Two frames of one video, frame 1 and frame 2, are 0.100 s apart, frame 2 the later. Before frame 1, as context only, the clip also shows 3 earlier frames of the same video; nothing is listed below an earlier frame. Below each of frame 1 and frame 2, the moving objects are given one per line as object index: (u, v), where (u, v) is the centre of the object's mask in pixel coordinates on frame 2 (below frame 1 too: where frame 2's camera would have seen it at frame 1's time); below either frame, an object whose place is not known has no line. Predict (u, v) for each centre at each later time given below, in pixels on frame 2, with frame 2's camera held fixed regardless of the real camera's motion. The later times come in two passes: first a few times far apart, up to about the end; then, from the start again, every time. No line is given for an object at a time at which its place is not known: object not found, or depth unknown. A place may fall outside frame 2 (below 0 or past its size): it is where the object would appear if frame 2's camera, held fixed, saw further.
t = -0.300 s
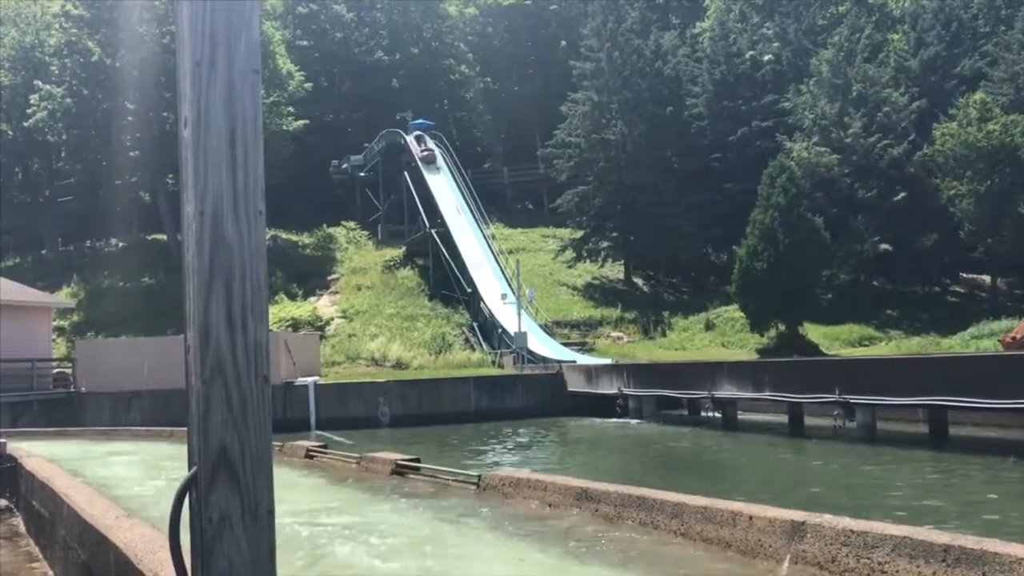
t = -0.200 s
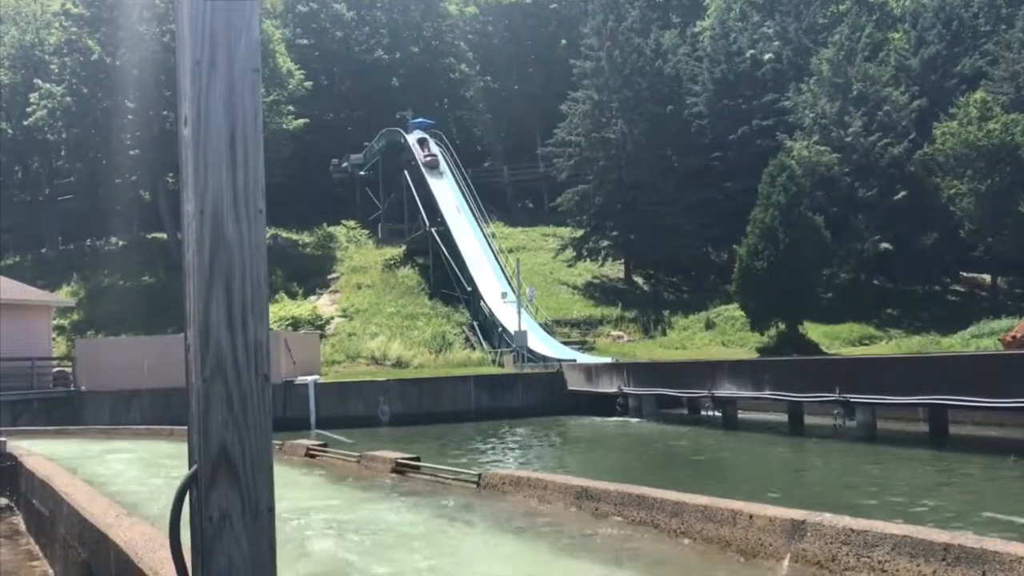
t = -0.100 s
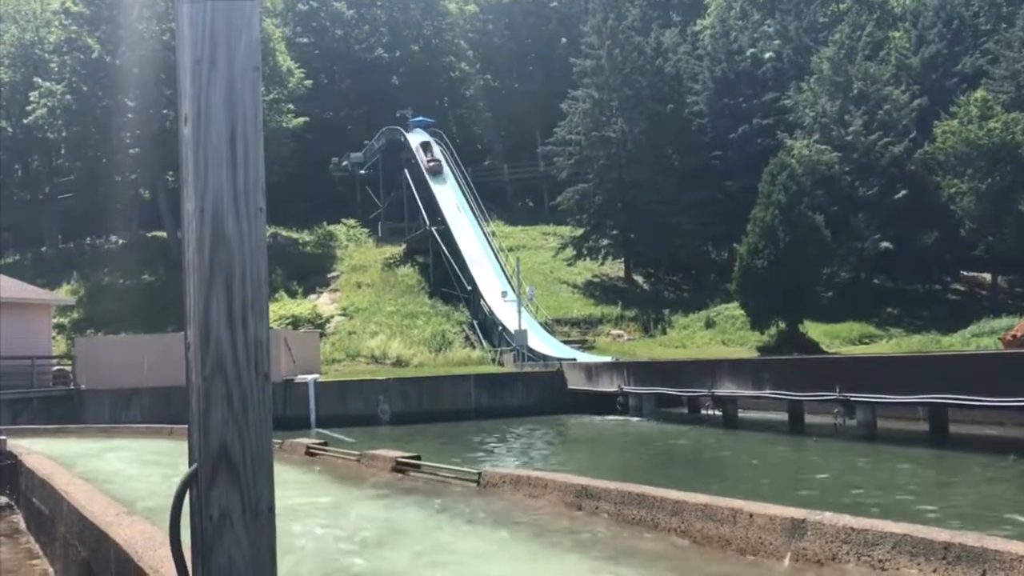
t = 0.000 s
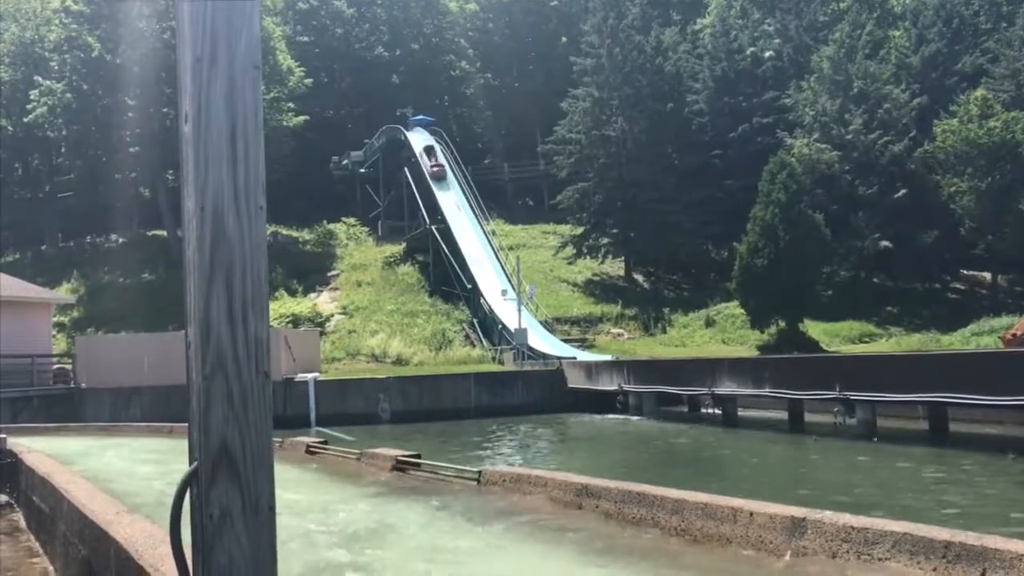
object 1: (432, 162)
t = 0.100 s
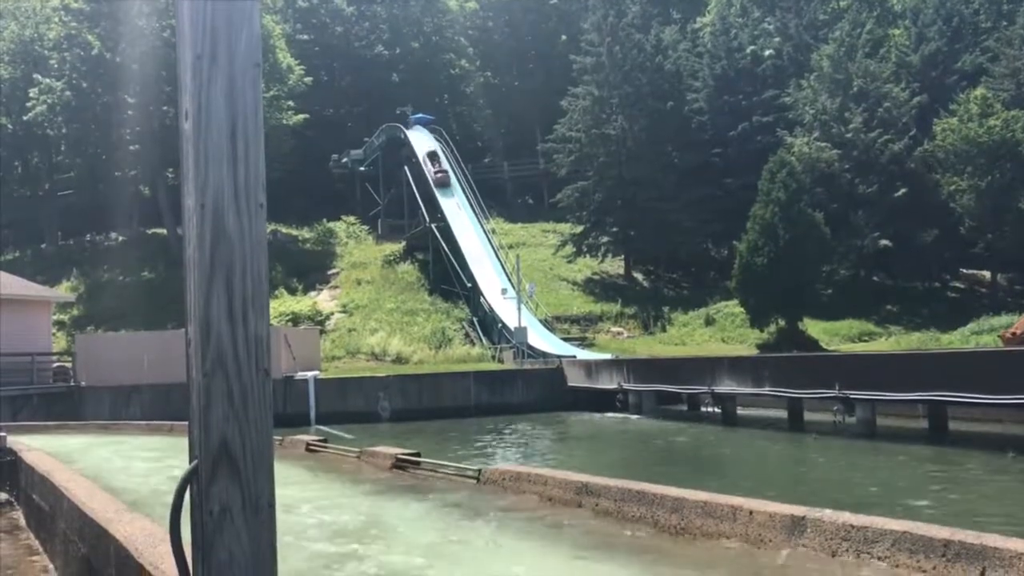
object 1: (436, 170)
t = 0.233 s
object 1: (442, 181)
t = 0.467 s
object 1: (453, 203)
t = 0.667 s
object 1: (465, 225)
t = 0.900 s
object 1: (480, 257)
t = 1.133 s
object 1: (500, 292)
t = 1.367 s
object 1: (527, 323)
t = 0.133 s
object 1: (437, 172)
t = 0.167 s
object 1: (439, 175)
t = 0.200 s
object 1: (441, 178)
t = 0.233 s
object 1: (442, 181)
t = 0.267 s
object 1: (443, 183)
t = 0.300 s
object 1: (445, 187)
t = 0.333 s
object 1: (447, 190)
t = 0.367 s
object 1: (448, 193)
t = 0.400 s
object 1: (450, 196)
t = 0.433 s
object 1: (452, 200)
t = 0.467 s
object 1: (453, 203)
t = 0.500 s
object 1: (455, 206)
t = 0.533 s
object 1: (457, 210)
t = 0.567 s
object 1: (458, 214)
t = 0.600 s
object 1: (460, 217)
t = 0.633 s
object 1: (462, 221)
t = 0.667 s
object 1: (465, 225)
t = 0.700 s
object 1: (466, 229)
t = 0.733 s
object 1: (468, 234)
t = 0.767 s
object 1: (471, 239)
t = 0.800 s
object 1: (473, 243)
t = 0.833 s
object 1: (475, 247)
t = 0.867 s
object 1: (478, 252)
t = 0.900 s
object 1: (480, 257)
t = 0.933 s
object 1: (483, 262)
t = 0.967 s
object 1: (485, 266)
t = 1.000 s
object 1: (488, 272)
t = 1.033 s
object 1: (491, 277)
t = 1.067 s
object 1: (494, 282)
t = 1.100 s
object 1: (497, 287)
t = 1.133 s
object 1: (500, 292)
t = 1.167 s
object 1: (503, 297)
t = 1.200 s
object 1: (508, 303)
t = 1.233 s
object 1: (511, 307)
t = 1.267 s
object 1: (514, 311)
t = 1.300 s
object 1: (518, 314)
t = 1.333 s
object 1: (523, 319)
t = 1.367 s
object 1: (527, 323)
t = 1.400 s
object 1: (532, 327)
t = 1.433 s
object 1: (538, 331)
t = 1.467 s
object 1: (544, 334)
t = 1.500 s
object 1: (548, 337)
